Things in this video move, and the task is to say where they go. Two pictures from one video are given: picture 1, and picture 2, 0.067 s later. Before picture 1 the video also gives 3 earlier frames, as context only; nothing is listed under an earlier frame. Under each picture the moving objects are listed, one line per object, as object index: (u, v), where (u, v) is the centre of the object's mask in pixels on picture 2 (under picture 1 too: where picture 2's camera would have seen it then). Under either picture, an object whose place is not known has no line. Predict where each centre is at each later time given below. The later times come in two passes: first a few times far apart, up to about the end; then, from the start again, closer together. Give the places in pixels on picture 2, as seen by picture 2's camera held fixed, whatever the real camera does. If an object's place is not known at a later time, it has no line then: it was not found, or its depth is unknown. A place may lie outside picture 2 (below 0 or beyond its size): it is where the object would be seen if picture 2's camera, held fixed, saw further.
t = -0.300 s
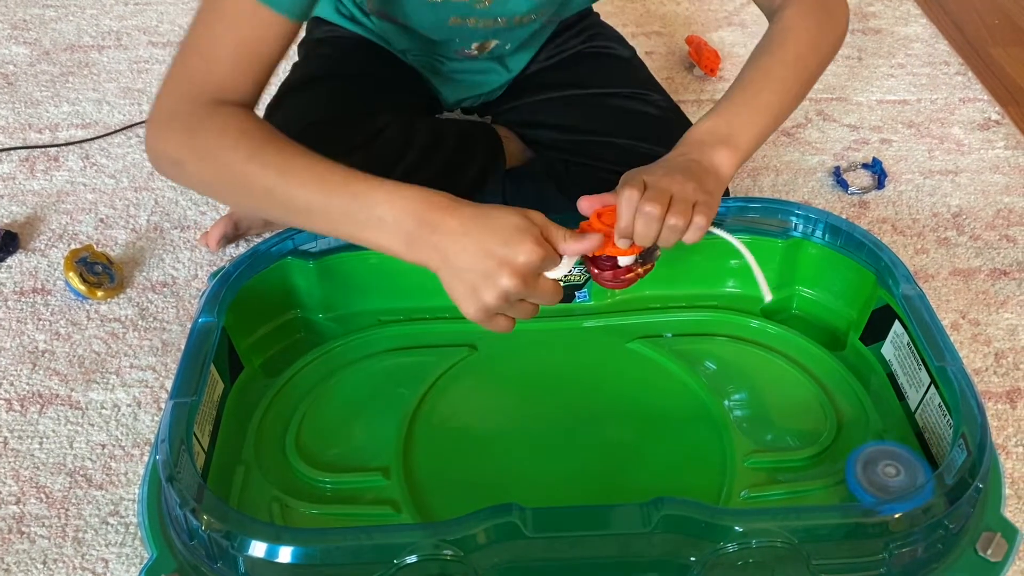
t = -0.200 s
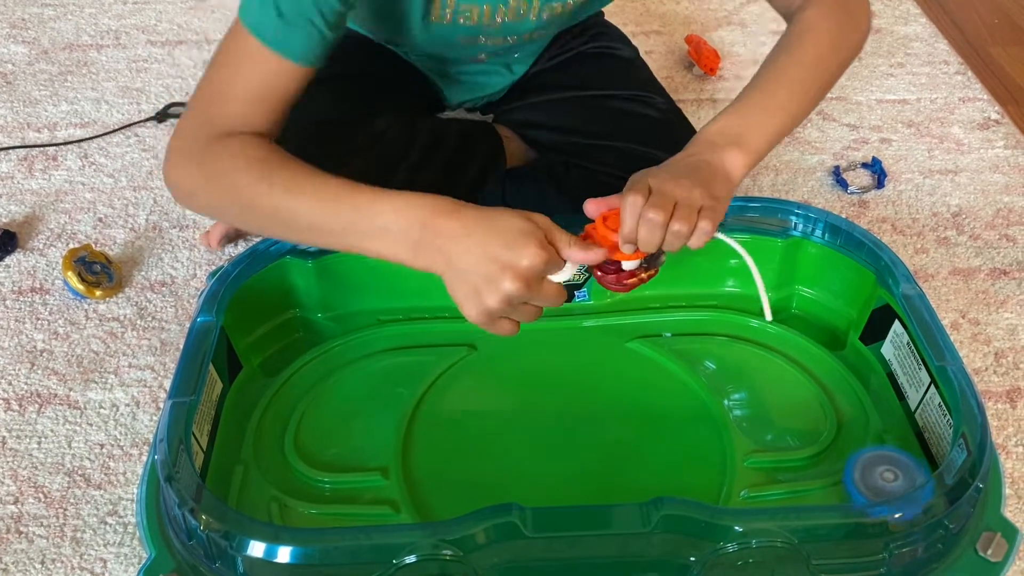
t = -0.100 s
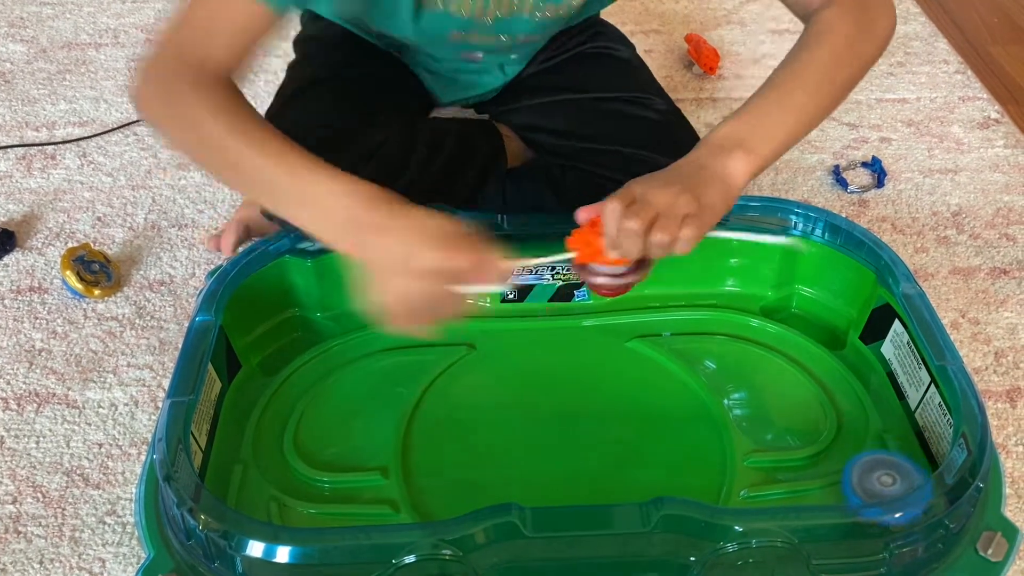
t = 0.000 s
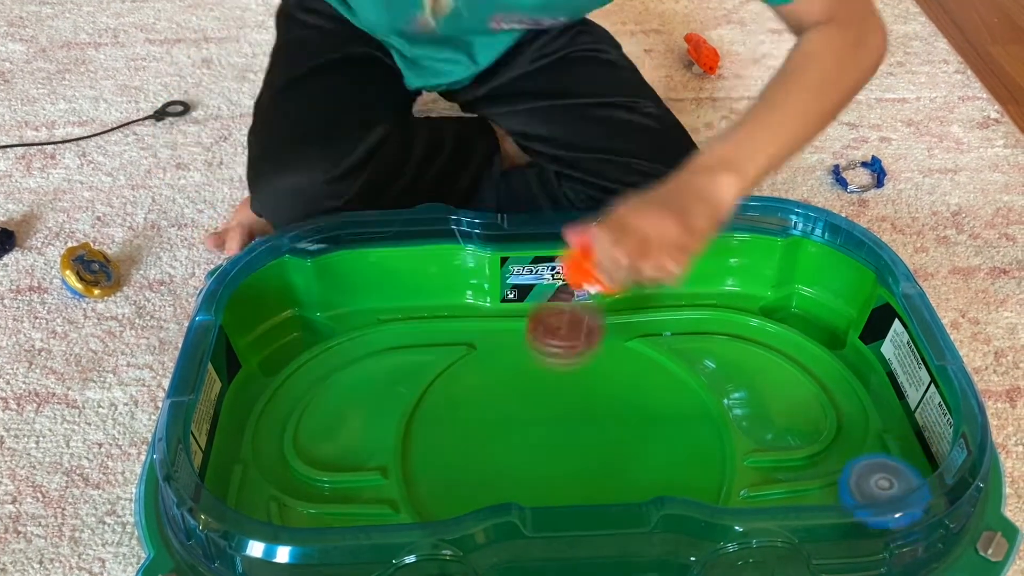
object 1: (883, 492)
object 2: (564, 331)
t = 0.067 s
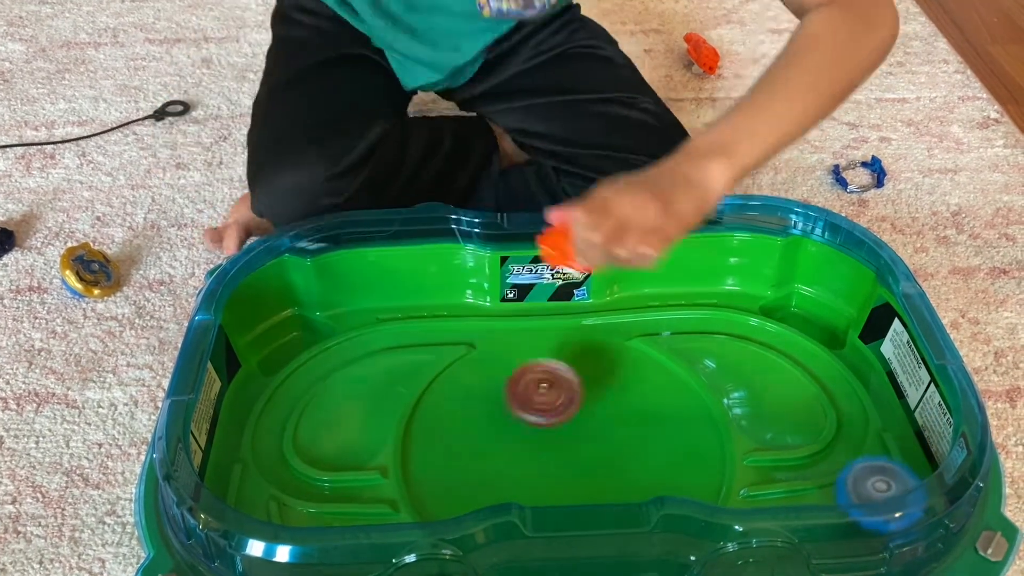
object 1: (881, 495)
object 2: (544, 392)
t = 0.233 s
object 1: (874, 508)
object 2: (508, 474)
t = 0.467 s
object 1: (862, 519)
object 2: (637, 497)
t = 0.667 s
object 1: (842, 528)
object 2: (690, 391)
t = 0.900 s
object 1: (807, 533)
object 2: (477, 325)
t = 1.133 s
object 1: (739, 550)
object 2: (449, 493)
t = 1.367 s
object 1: (775, 538)
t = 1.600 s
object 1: (841, 530)
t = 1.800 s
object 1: (821, 534)
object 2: (453, 422)
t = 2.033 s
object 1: (743, 553)
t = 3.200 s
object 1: (598, 356)
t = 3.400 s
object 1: (613, 336)
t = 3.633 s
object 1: (620, 349)
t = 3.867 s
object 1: (608, 416)
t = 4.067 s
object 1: (676, 437)
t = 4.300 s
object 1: (701, 436)
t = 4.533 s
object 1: (638, 442)
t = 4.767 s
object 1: (531, 439)
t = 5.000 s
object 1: (449, 423)
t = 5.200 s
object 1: (442, 419)
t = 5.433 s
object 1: (506, 421)
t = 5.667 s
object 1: (602, 423)
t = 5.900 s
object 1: (669, 428)
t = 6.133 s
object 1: (697, 404)
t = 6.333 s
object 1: (629, 430)
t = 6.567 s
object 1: (525, 472)
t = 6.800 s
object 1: (464, 487)
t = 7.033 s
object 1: (467, 457)
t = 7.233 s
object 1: (524, 421)
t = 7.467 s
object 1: (576, 415)
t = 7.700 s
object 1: (584, 447)
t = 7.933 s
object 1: (571, 471)
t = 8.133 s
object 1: (500, 472)
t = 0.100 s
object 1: (879, 497)
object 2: (534, 399)
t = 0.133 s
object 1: (878, 499)
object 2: (524, 415)
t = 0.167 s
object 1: (878, 502)
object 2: (513, 442)
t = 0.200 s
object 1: (877, 506)
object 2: (508, 461)
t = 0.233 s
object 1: (874, 508)
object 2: (508, 474)
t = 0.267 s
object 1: (873, 511)
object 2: (512, 484)
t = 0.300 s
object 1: (871, 512)
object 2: (521, 489)
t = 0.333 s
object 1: (869, 512)
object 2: (537, 494)
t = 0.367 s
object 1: (867, 515)
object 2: (556, 498)
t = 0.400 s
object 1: (866, 516)
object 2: (581, 500)
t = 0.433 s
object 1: (864, 518)
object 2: (609, 500)
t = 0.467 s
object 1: (862, 519)
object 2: (637, 497)
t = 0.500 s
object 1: (858, 522)
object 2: (674, 491)
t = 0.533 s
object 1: (856, 523)
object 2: (702, 485)
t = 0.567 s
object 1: (852, 524)
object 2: (714, 474)
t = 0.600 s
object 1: (848, 526)
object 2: (714, 450)
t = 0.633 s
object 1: (845, 528)
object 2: (704, 420)
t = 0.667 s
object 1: (842, 528)
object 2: (690, 391)
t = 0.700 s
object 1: (838, 529)
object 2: (668, 361)
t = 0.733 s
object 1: (834, 530)
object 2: (641, 334)
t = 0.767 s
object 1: (829, 530)
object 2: (609, 315)
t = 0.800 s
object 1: (824, 530)
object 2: (577, 300)
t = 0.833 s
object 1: (818, 532)
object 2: (545, 301)
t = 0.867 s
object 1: (813, 533)
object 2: (513, 312)
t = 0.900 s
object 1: (807, 533)
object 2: (477, 325)
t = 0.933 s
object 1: (801, 535)
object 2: (460, 331)
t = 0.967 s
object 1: (791, 538)
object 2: (443, 346)
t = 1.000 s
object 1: (782, 536)
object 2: (426, 371)
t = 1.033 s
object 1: (774, 539)
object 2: (421, 402)
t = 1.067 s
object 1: (764, 545)
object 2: (427, 433)
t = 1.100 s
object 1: (748, 551)
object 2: (436, 467)
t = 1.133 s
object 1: (739, 550)
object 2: (449, 493)
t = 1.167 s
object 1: (727, 550)
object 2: (475, 503)
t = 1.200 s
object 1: (701, 550)
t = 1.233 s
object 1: (693, 552)
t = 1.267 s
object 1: (686, 551)
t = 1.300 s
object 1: (722, 547)
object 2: (568, 495)
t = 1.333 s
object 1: (749, 548)
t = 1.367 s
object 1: (775, 538)
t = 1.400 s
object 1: (796, 536)
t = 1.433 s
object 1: (812, 533)
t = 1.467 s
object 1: (825, 531)
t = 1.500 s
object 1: (832, 531)
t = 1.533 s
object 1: (836, 531)
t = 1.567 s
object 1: (841, 531)
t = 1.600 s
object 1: (841, 530)
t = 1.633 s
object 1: (841, 530)
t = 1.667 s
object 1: (840, 531)
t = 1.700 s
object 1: (837, 531)
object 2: (428, 391)
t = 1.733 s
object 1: (832, 530)
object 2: (436, 400)
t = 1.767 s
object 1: (827, 532)
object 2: (445, 411)
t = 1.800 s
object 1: (821, 534)
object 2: (453, 422)
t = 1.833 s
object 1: (814, 536)
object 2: (461, 435)
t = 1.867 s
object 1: (803, 536)
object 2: (467, 449)
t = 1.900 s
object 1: (794, 537)
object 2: (472, 461)
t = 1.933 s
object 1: (782, 538)
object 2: (475, 472)
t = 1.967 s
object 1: (771, 541)
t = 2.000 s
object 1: (756, 545)
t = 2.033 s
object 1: (743, 553)
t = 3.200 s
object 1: (598, 356)
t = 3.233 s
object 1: (602, 350)
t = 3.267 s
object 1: (605, 344)
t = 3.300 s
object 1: (607, 340)
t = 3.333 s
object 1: (609, 337)
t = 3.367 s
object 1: (611, 336)
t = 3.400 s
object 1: (613, 336)
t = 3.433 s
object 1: (616, 336)
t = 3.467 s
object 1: (622, 332)
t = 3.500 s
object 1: (624, 332)
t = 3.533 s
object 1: (622, 336)
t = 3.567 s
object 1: (621, 339)
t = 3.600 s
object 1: (620, 343)
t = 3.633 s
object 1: (620, 349)
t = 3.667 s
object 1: (619, 355)
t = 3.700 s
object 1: (618, 363)
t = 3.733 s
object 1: (616, 372)
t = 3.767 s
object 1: (614, 381)
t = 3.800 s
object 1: (612, 392)
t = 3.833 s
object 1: (610, 404)
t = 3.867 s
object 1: (608, 416)
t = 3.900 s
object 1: (607, 428)
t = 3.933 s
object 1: (605, 440)
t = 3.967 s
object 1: (608, 450)
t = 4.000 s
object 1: (635, 446)
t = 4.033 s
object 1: (657, 441)
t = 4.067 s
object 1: (676, 437)
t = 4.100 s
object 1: (687, 436)
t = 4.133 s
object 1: (694, 435)
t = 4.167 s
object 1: (698, 435)
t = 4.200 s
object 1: (702, 435)
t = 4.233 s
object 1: (703, 435)
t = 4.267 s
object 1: (703, 435)
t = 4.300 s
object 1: (701, 436)
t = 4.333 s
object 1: (698, 437)
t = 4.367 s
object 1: (692, 438)
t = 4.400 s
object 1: (684, 439)
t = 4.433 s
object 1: (675, 440)
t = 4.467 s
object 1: (664, 440)
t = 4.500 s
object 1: (651, 441)
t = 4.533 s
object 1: (638, 442)
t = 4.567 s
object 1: (624, 442)
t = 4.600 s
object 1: (609, 443)
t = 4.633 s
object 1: (593, 443)
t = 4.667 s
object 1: (578, 443)
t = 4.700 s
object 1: (561, 441)
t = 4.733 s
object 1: (546, 440)
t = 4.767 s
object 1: (531, 439)
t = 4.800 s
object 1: (516, 436)
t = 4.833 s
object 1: (502, 434)
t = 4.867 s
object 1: (489, 431)
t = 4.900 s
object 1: (477, 429)
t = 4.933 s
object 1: (466, 427)
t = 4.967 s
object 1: (456, 425)
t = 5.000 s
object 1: (449, 423)
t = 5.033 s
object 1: (443, 421)
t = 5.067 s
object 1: (439, 419)
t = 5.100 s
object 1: (439, 419)
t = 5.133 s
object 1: (438, 419)
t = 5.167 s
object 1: (439, 419)
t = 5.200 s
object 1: (442, 419)
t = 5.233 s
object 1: (447, 418)
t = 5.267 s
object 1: (454, 418)
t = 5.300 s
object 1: (462, 420)
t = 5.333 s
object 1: (472, 420)
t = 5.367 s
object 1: (482, 420)
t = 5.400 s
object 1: (493, 421)
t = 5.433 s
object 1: (506, 421)
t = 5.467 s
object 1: (518, 421)
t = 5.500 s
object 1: (531, 422)
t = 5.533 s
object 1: (546, 422)
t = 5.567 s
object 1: (560, 422)
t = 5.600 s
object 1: (574, 423)
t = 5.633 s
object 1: (589, 423)
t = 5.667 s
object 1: (602, 423)
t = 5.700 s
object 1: (615, 424)
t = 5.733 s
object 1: (628, 425)
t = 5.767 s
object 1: (638, 425)
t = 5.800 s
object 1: (648, 426)
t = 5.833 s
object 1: (657, 426)
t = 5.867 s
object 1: (664, 426)
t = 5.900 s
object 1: (669, 428)
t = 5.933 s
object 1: (675, 428)
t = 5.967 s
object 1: (694, 426)
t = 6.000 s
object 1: (712, 418)
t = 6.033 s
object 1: (713, 411)
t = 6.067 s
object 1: (711, 406)
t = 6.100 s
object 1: (706, 403)
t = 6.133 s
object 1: (697, 404)
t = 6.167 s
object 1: (687, 405)
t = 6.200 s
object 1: (675, 406)
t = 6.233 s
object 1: (664, 410)
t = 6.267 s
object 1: (652, 415)
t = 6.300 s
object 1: (640, 423)
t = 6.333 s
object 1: (629, 430)
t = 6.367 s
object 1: (616, 438)
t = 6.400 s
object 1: (602, 446)
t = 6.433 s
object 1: (588, 453)
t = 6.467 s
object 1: (572, 459)
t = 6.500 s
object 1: (557, 464)
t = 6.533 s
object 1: (540, 469)
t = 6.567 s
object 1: (525, 472)
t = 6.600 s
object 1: (513, 479)
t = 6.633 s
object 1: (505, 483)
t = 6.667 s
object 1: (495, 485)
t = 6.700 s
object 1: (486, 487)
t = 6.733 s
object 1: (476, 488)
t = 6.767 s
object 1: (470, 487)
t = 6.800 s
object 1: (464, 487)
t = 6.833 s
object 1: (460, 485)
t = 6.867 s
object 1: (457, 482)
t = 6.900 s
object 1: (456, 478)
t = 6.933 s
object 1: (456, 472)
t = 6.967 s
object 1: (458, 468)
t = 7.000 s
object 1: (462, 462)
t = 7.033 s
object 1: (467, 457)
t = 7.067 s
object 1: (475, 451)
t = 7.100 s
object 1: (482, 445)
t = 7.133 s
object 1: (492, 439)
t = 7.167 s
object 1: (502, 433)
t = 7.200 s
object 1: (513, 427)
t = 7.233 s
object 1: (524, 421)
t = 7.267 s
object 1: (538, 416)
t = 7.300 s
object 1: (550, 411)
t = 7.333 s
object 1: (556, 409)
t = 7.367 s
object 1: (563, 408)
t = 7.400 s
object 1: (571, 408)
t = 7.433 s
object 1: (573, 411)
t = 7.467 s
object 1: (576, 415)
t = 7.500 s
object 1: (578, 419)
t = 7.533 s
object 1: (581, 423)
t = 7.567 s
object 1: (582, 428)
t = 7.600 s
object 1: (584, 433)
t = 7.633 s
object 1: (584, 437)
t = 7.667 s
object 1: (585, 443)
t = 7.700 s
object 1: (584, 447)
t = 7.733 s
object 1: (584, 452)
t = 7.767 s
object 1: (582, 456)
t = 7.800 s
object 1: (581, 461)
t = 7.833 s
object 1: (578, 464)
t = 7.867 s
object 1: (576, 467)
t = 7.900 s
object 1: (574, 469)
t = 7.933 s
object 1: (571, 471)
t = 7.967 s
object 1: (567, 472)
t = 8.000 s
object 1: (560, 473)
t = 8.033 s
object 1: (542, 476)
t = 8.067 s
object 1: (524, 475)
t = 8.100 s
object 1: (512, 474)
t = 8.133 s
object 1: (500, 472)
